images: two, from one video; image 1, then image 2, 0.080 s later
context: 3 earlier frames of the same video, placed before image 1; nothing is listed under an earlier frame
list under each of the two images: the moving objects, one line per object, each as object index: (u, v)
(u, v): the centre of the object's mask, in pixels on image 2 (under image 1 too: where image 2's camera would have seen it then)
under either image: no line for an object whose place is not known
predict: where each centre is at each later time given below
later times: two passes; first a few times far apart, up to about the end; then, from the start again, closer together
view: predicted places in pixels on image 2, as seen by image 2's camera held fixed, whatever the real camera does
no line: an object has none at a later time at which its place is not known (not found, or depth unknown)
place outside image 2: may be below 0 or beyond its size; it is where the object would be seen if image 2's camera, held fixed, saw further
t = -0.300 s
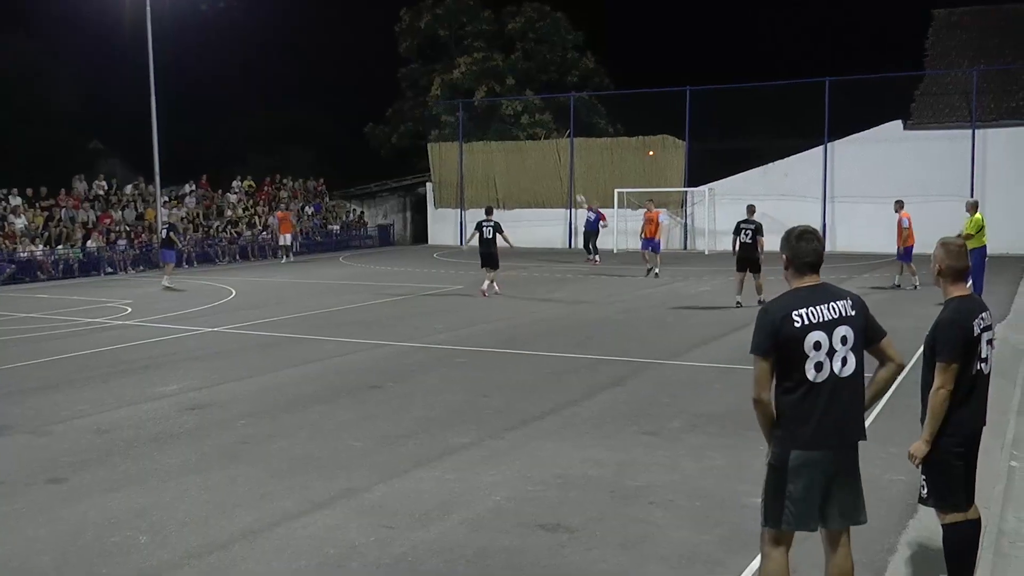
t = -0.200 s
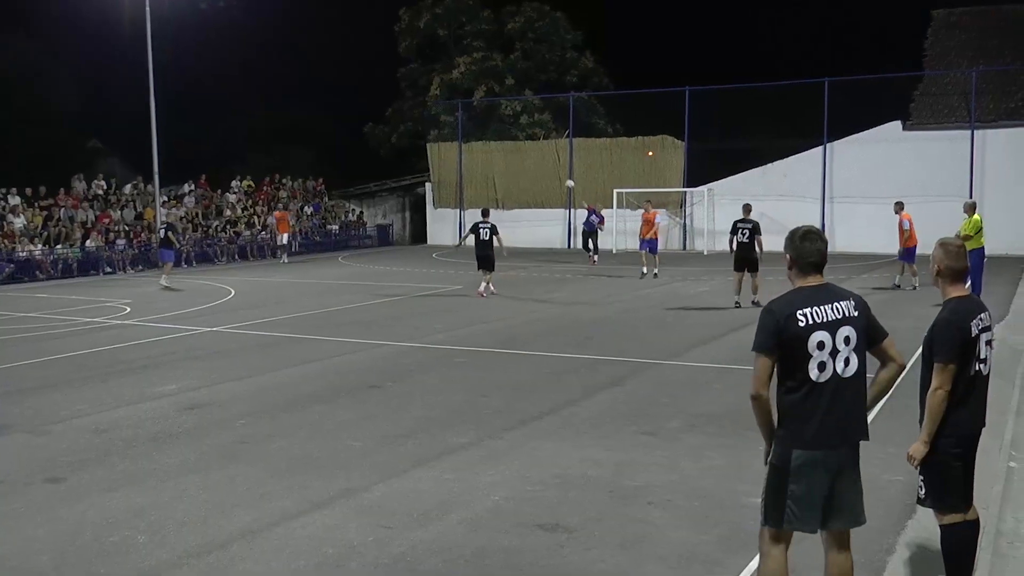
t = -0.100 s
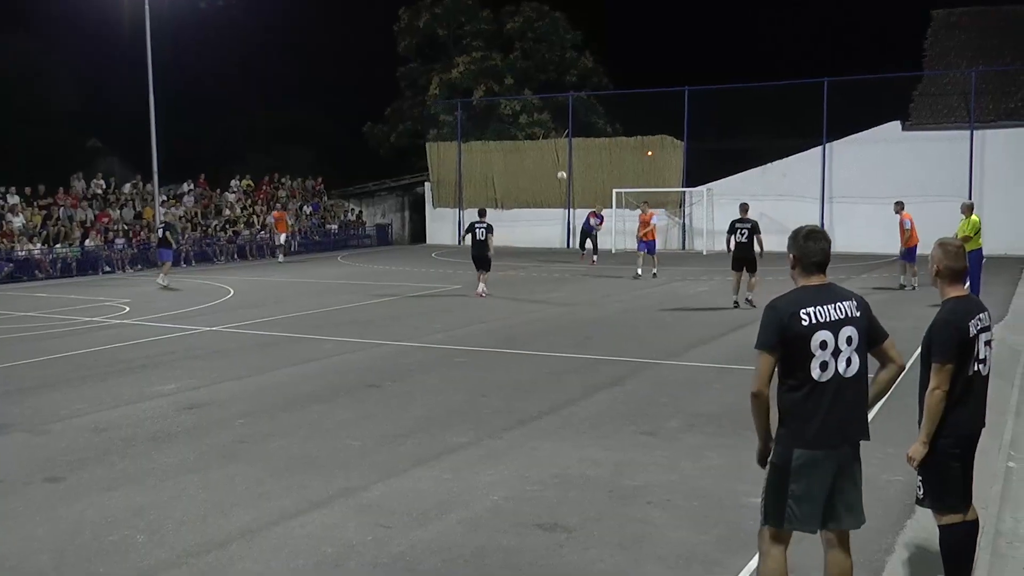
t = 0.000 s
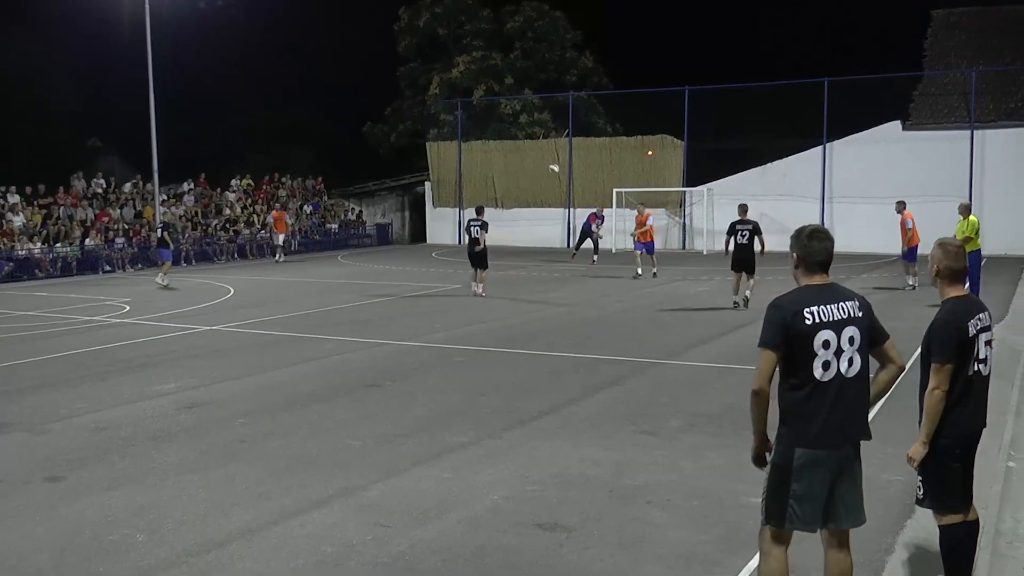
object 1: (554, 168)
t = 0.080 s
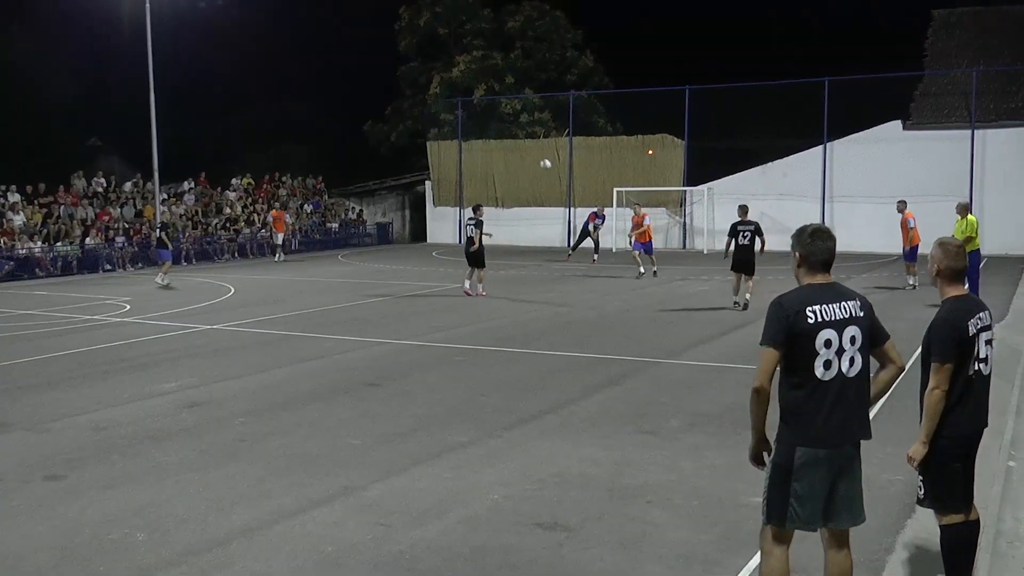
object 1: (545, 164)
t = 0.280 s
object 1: (517, 162)
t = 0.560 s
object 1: (452, 191)
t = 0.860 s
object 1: (322, 301)
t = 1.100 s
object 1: (144, 394)
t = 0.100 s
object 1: (543, 163)
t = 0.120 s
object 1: (541, 163)
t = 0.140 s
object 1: (539, 162)
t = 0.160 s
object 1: (536, 162)
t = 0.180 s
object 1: (533, 162)
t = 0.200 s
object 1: (530, 161)
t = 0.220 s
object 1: (527, 162)
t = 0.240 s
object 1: (524, 161)
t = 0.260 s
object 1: (521, 162)
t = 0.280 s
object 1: (517, 162)
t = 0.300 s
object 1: (514, 163)
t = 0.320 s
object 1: (510, 164)
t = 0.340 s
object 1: (506, 166)
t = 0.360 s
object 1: (502, 166)
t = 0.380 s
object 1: (498, 167)
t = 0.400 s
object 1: (494, 169)
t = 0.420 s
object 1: (489, 171)
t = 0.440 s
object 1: (484, 173)
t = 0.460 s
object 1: (479, 175)
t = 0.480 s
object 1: (474, 178)
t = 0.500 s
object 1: (469, 181)
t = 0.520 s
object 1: (463, 184)
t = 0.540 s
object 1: (458, 187)
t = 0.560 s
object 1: (452, 191)
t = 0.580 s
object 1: (447, 194)
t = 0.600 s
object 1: (440, 199)
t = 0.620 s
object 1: (433, 204)
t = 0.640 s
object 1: (425, 210)
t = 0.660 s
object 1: (419, 215)
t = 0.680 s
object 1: (411, 221)
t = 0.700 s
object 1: (403, 228)
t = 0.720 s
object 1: (394, 234)
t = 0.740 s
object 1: (386, 241)
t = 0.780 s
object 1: (367, 258)
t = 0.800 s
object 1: (356, 267)
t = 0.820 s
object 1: (345, 279)
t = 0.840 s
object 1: (334, 289)
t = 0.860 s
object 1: (322, 301)
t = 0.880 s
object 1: (310, 312)
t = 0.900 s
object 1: (297, 327)
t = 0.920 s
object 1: (283, 341)
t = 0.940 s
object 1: (268, 357)
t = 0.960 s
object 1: (252, 373)
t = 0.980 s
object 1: (235, 391)
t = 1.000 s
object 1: (218, 414)
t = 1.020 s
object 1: (202, 417)
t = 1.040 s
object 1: (189, 411)
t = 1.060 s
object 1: (174, 403)
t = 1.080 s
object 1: (159, 399)
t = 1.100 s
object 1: (144, 394)
